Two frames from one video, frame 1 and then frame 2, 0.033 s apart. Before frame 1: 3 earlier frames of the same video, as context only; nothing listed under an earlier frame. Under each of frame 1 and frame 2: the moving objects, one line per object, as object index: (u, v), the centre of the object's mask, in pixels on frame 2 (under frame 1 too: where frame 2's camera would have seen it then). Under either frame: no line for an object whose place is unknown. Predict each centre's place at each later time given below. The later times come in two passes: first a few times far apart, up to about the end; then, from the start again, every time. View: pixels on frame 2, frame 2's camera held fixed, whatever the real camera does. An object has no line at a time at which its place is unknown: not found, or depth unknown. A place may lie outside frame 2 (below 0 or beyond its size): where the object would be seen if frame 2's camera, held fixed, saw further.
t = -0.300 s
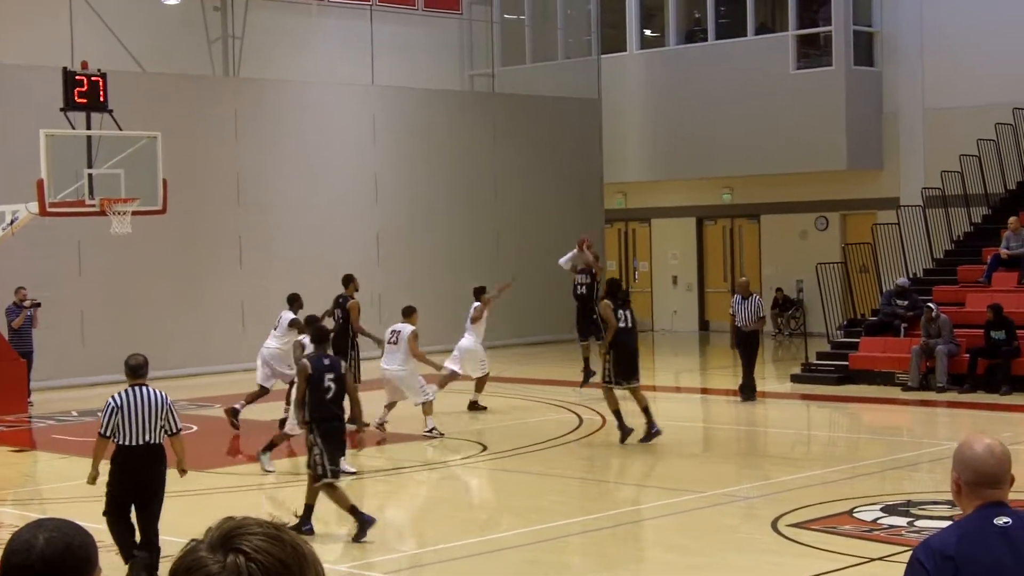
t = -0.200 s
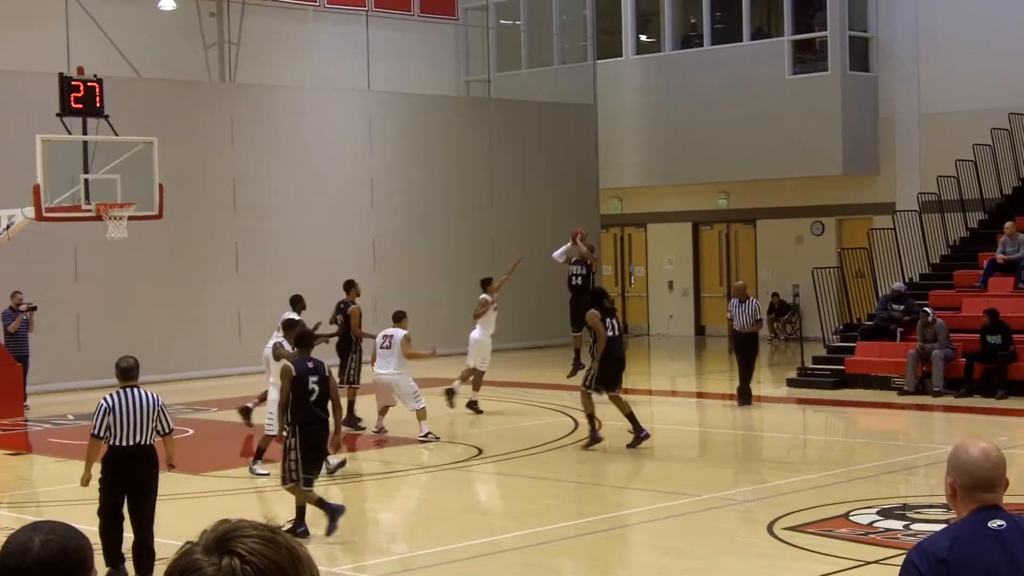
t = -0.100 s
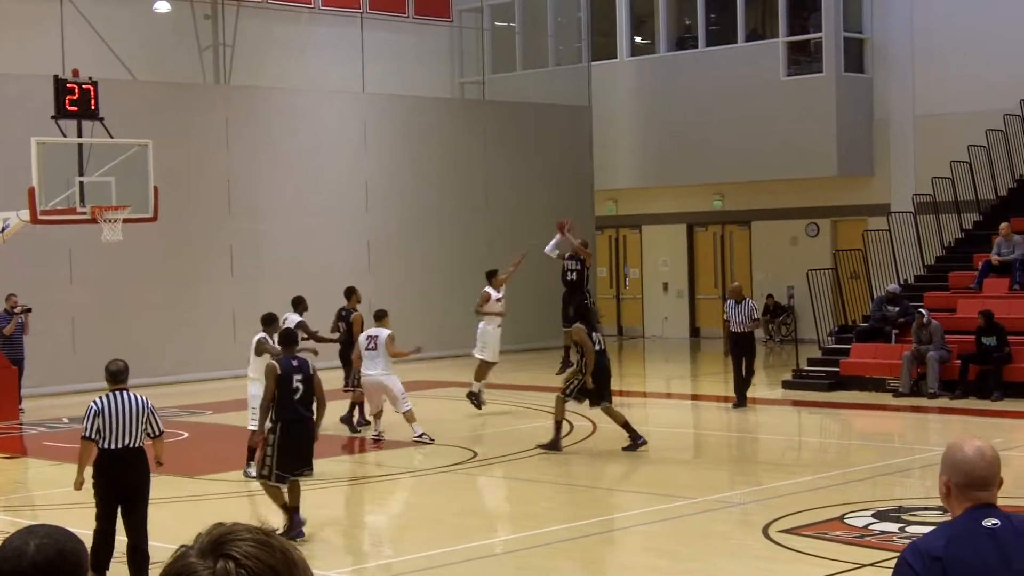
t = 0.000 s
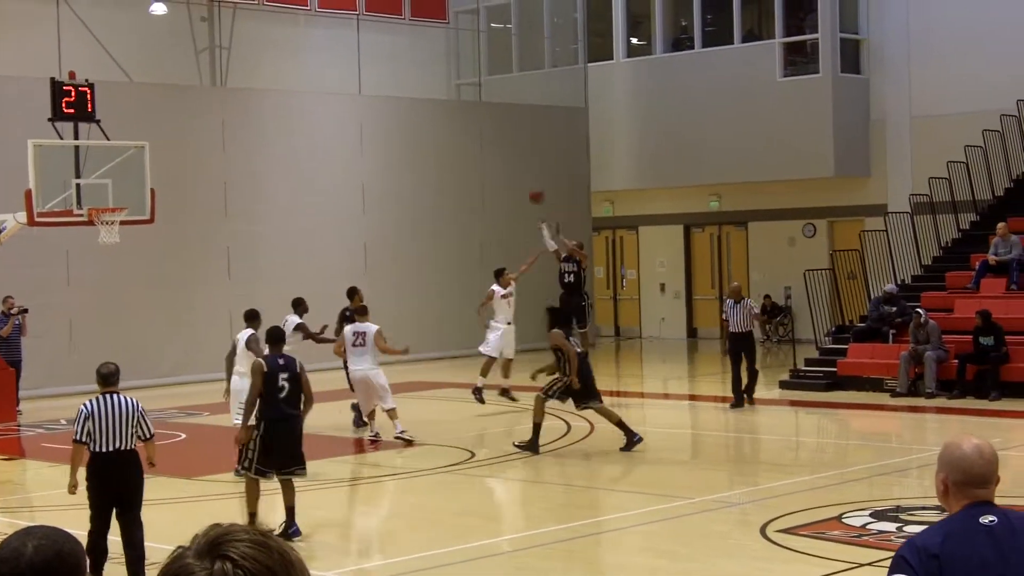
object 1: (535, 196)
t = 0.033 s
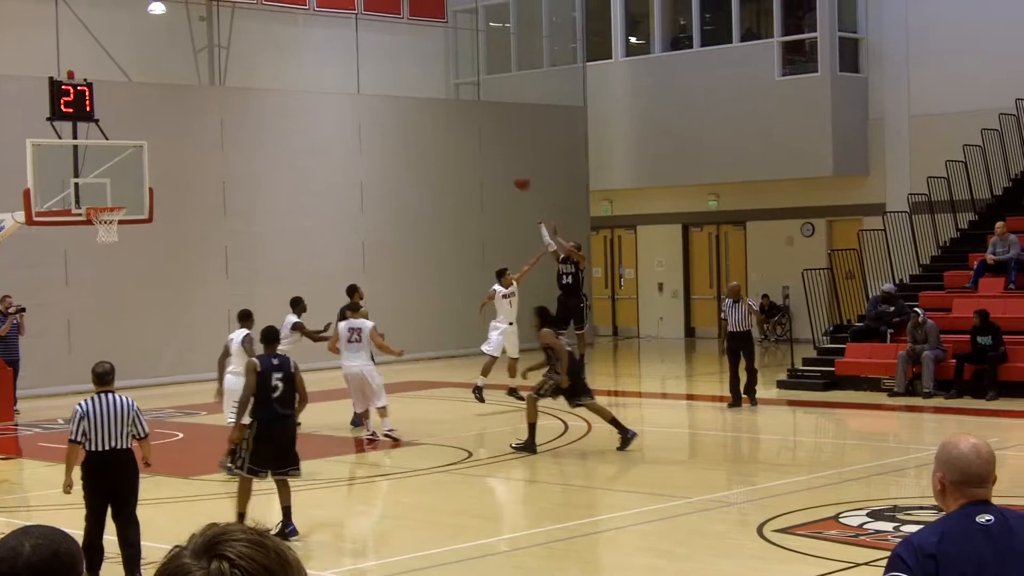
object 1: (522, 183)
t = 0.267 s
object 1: (434, 117)
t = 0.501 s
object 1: (345, 85)
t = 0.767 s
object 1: (244, 96)
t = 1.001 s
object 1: (155, 146)
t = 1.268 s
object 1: (85, 171)
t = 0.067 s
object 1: (509, 171)
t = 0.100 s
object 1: (497, 161)
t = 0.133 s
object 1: (484, 149)
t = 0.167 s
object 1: (472, 141)
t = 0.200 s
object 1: (459, 132)
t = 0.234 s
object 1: (446, 124)
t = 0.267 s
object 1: (434, 117)
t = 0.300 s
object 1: (422, 110)
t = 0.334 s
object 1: (408, 104)
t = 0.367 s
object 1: (396, 98)
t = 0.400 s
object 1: (383, 94)
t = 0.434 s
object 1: (371, 90)
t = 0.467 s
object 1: (358, 87)
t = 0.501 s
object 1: (345, 85)
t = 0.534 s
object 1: (333, 84)
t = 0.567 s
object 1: (320, 83)
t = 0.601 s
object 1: (307, 83)
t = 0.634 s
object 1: (294, 84)
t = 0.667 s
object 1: (282, 86)
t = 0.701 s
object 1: (269, 88)
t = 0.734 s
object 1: (257, 92)
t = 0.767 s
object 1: (244, 96)
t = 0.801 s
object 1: (231, 101)
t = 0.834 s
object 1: (218, 107)
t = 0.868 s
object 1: (206, 113)
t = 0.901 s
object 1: (193, 120)
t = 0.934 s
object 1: (180, 128)
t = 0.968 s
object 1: (167, 137)
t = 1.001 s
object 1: (155, 146)
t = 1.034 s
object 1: (141, 157)
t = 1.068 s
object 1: (128, 168)
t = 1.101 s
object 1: (115, 180)
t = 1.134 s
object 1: (101, 194)
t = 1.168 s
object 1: (93, 196)
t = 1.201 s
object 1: (90, 186)
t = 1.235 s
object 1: (88, 178)
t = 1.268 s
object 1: (85, 171)
